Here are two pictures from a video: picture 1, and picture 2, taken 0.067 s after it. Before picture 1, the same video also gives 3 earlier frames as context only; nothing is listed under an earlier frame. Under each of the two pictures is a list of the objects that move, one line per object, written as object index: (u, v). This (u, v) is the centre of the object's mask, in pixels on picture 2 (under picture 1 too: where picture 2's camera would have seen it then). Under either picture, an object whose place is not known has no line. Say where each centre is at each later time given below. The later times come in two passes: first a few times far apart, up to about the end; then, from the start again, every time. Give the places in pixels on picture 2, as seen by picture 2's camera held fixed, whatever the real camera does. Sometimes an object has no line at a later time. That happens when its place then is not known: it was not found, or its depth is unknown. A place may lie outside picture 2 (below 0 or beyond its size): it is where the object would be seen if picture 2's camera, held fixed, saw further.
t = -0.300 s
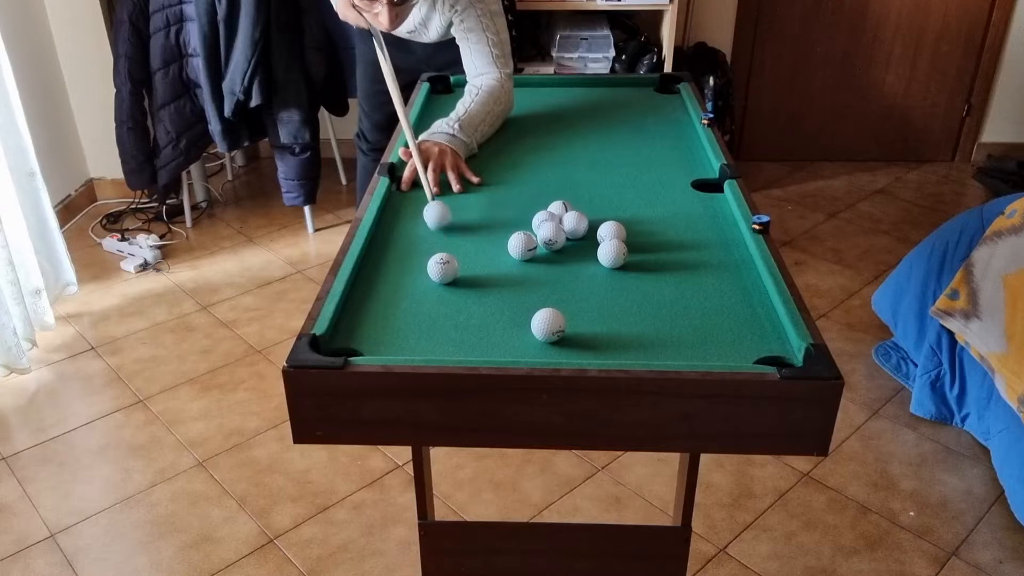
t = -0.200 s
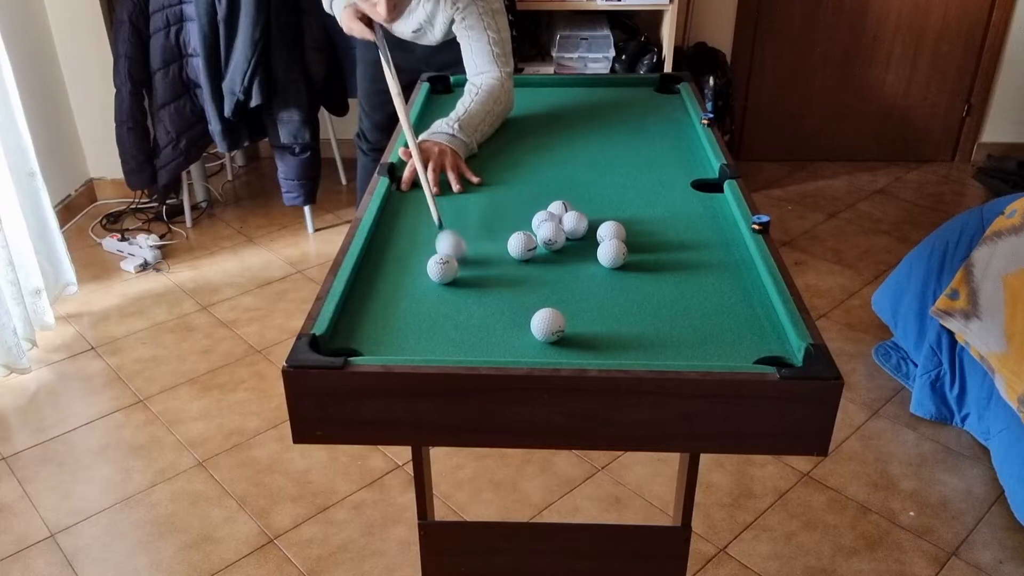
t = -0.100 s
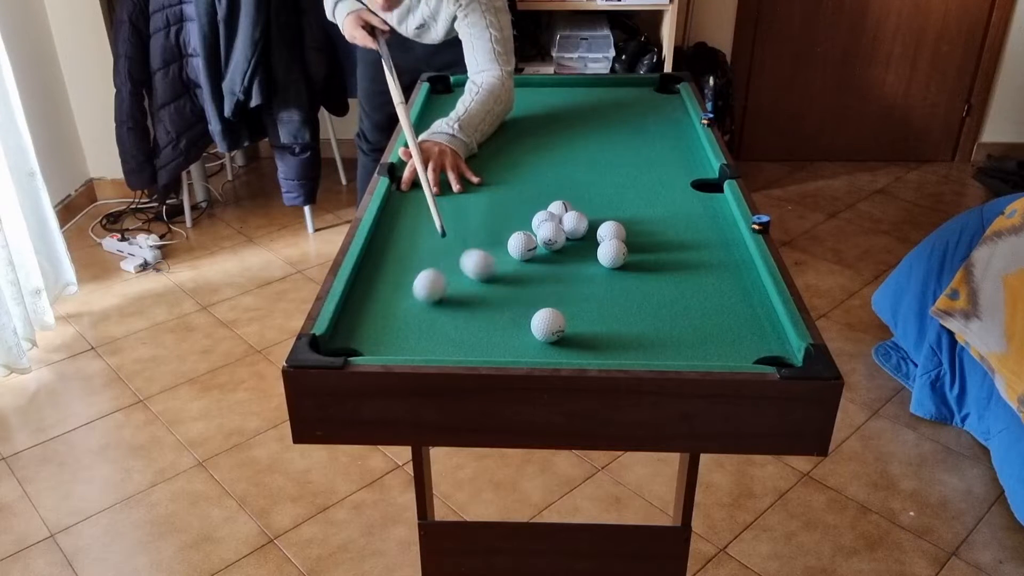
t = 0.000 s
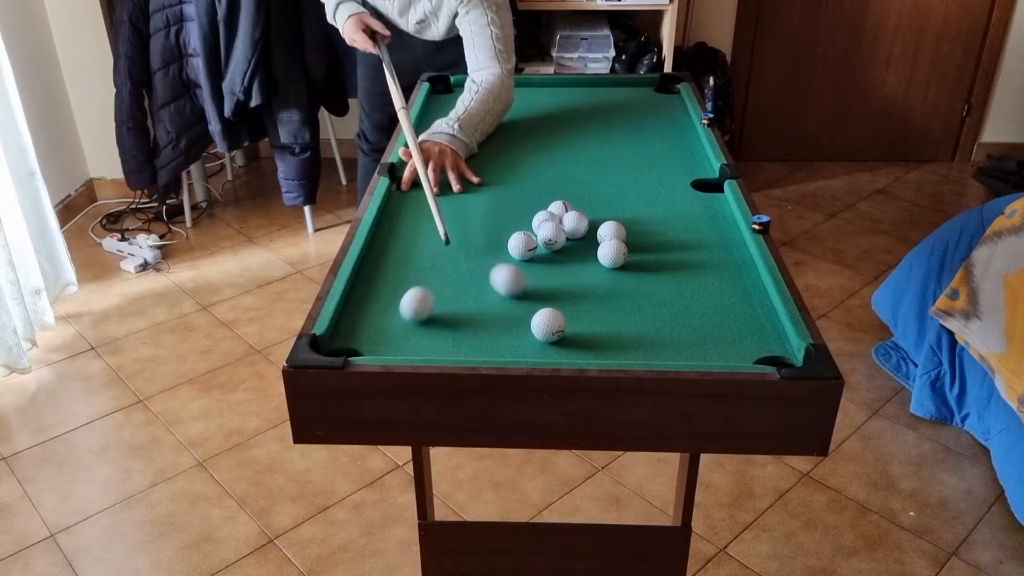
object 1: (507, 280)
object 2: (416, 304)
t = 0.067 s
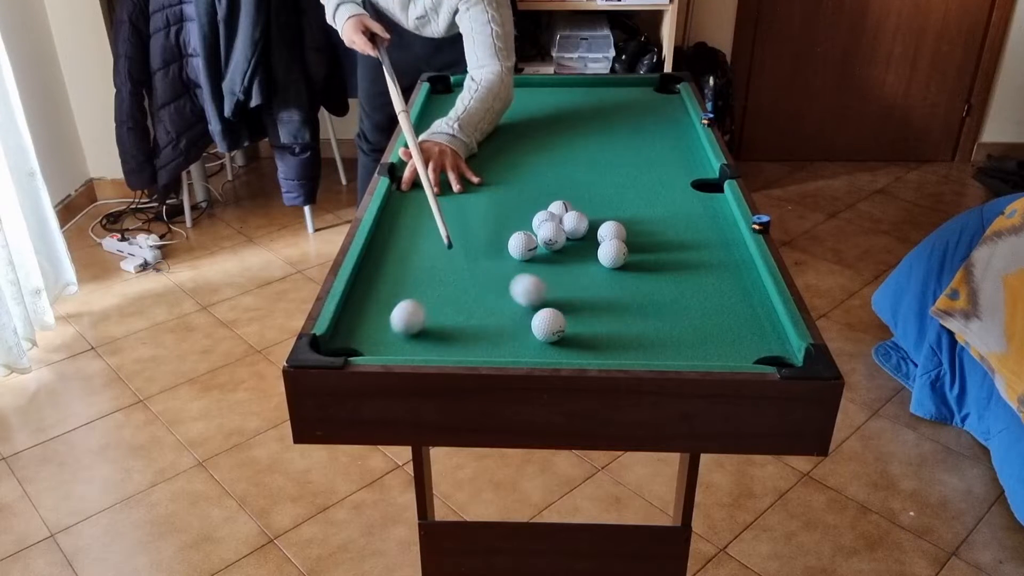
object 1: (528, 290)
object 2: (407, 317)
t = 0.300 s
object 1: (609, 327)
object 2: (386, 337)
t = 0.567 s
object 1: (701, 346)
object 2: (380, 314)
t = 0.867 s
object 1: (770, 328)
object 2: (376, 292)
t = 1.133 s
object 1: (733, 313)
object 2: (372, 277)
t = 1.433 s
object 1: (703, 300)
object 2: (373, 265)
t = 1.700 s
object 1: (683, 291)
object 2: (381, 258)
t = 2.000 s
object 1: (669, 284)
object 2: (385, 253)
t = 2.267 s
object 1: (663, 281)
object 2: (387, 251)
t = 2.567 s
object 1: (660, 278)
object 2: (387, 251)
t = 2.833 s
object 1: (661, 278)
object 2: (387, 251)
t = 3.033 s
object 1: (661, 277)
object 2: (387, 251)
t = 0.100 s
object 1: (538, 294)
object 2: (402, 324)
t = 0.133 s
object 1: (549, 297)
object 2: (398, 330)
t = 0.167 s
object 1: (562, 303)
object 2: (393, 337)
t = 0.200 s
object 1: (574, 311)
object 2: (388, 342)
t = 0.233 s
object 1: (584, 317)
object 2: (386, 342)
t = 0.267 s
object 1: (596, 321)
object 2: (386, 340)
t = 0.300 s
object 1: (609, 327)
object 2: (386, 337)
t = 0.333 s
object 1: (621, 332)
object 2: (385, 334)
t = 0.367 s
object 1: (634, 337)
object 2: (384, 331)
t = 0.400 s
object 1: (646, 341)
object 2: (384, 328)
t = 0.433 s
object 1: (659, 345)
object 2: (383, 325)
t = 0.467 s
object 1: (672, 349)
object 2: (382, 322)
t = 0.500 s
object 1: (683, 348)
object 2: (381, 319)
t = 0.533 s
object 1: (691, 347)
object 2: (381, 317)
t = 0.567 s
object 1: (701, 346)
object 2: (380, 314)
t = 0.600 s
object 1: (709, 344)
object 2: (380, 311)
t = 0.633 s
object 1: (718, 342)
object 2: (379, 309)
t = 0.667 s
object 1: (727, 340)
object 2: (378, 306)
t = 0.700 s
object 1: (735, 337)
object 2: (378, 304)
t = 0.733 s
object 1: (743, 335)
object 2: (377, 301)
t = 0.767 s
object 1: (751, 333)
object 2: (377, 299)
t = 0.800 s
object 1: (760, 332)
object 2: (377, 297)
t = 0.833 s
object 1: (768, 330)
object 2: (376, 294)
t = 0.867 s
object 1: (770, 328)
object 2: (376, 292)
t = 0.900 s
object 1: (764, 326)
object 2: (375, 290)
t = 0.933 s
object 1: (760, 323)
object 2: (375, 288)
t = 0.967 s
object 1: (755, 321)
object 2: (374, 286)
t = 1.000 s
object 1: (750, 320)
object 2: (374, 284)
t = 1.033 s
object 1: (746, 318)
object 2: (373, 282)
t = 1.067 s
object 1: (742, 316)
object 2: (373, 280)
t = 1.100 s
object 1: (737, 314)
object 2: (372, 278)
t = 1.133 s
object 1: (733, 313)
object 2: (372, 277)
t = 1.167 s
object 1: (729, 311)
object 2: (371, 275)
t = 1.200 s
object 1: (725, 310)
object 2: (371, 273)
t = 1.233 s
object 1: (722, 308)
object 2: (370, 272)
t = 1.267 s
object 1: (718, 307)
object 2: (370, 270)
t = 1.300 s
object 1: (715, 305)
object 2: (369, 269)
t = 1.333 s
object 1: (712, 304)
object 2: (370, 268)
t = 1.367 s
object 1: (708, 302)
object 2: (371, 267)
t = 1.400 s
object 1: (705, 301)
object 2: (372, 266)
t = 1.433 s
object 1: (703, 300)
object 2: (373, 265)
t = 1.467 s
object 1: (700, 298)
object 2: (374, 264)
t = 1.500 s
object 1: (697, 297)
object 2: (375, 263)
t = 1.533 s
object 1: (695, 296)
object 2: (376, 262)
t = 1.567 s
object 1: (692, 295)
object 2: (377, 261)
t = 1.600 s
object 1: (690, 294)
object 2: (378, 260)
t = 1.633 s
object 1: (687, 293)
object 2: (379, 260)
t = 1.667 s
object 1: (685, 292)
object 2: (380, 259)
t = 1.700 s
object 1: (683, 291)
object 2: (381, 258)
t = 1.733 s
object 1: (681, 290)
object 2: (382, 257)
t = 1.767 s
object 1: (679, 290)
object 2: (382, 257)
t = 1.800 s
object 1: (678, 289)
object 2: (383, 256)
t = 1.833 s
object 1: (676, 288)
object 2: (383, 256)
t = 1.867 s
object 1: (674, 287)
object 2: (384, 255)
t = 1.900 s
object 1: (673, 286)
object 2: (384, 254)
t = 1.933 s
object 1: (671, 286)
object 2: (385, 254)
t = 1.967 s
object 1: (670, 285)
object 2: (385, 254)
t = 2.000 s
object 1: (669, 284)
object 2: (385, 253)
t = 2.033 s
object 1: (668, 284)
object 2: (386, 253)
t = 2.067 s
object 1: (667, 283)
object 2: (386, 253)
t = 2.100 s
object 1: (666, 283)
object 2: (386, 252)
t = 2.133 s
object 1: (665, 282)
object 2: (386, 252)
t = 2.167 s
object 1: (664, 282)
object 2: (386, 252)
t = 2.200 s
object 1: (664, 281)
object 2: (387, 252)
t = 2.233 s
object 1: (663, 281)
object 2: (387, 251)
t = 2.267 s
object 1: (663, 281)
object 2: (387, 251)
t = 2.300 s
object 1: (662, 280)
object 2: (387, 251)
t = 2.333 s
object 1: (662, 280)
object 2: (387, 251)
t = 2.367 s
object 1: (661, 280)
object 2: (388, 251)
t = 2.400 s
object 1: (661, 279)
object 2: (387, 251)
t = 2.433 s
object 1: (661, 279)
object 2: (387, 251)
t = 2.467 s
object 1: (661, 279)
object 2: (387, 251)
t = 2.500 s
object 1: (660, 279)
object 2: (387, 251)
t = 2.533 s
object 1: (660, 279)
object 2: (387, 251)
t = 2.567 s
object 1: (660, 278)
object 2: (387, 251)
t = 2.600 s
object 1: (660, 278)
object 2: (387, 251)
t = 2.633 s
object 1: (660, 278)
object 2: (387, 251)
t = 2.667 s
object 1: (661, 278)
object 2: (387, 251)
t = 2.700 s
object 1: (661, 278)
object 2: (387, 251)
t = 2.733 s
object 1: (661, 278)
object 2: (387, 251)
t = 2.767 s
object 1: (661, 278)
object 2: (387, 251)
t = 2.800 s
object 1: (661, 278)
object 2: (387, 251)
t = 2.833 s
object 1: (661, 278)
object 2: (387, 251)
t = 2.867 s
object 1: (661, 278)
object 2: (387, 251)
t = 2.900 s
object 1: (661, 278)
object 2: (387, 251)
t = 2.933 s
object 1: (661, 278)
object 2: (387, 251)
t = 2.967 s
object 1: (661, 277)
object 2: (387, 251)
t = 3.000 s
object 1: (661, 277)
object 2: (387, 251)
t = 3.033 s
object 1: (661, 277)
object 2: (387, 251)
